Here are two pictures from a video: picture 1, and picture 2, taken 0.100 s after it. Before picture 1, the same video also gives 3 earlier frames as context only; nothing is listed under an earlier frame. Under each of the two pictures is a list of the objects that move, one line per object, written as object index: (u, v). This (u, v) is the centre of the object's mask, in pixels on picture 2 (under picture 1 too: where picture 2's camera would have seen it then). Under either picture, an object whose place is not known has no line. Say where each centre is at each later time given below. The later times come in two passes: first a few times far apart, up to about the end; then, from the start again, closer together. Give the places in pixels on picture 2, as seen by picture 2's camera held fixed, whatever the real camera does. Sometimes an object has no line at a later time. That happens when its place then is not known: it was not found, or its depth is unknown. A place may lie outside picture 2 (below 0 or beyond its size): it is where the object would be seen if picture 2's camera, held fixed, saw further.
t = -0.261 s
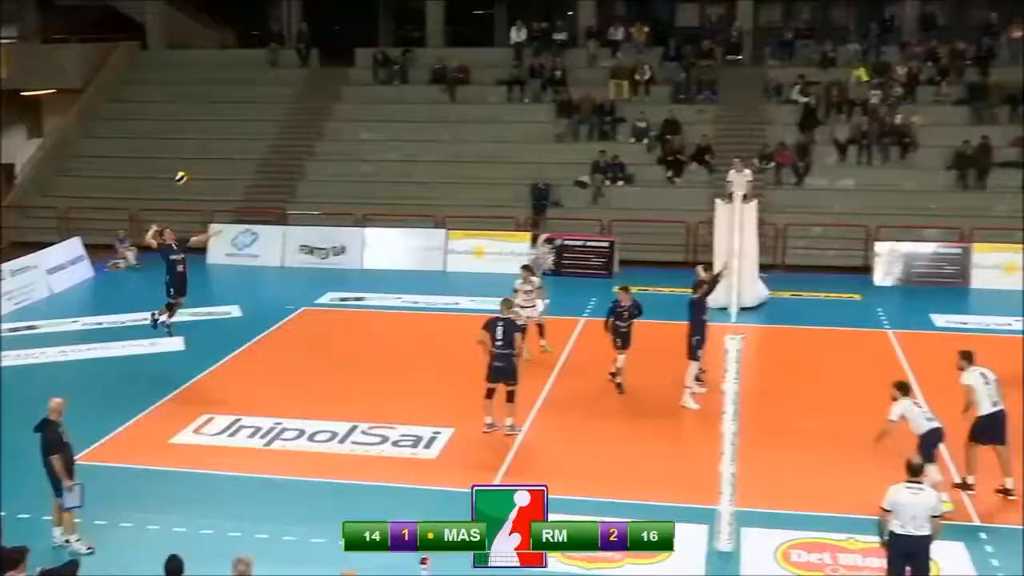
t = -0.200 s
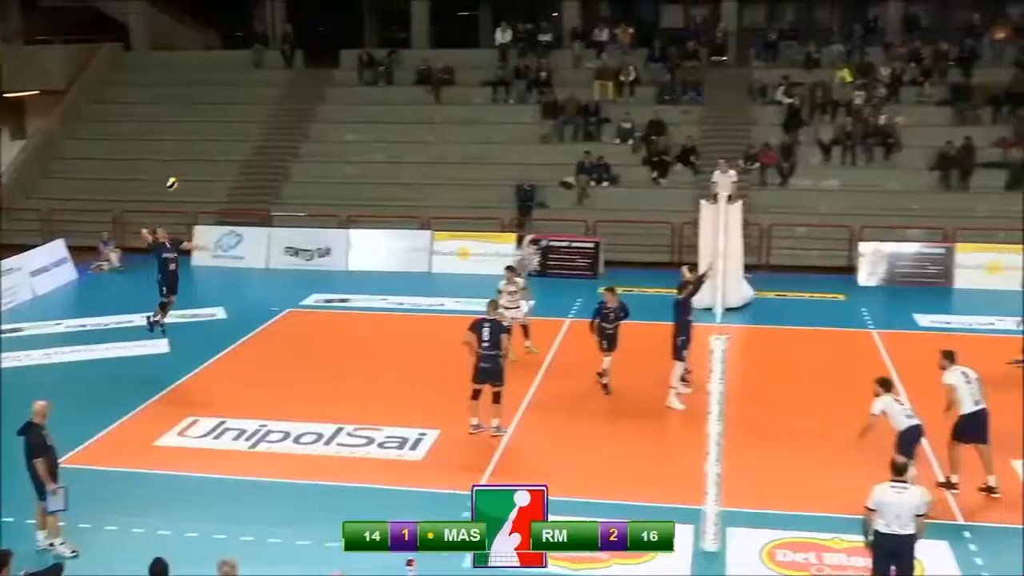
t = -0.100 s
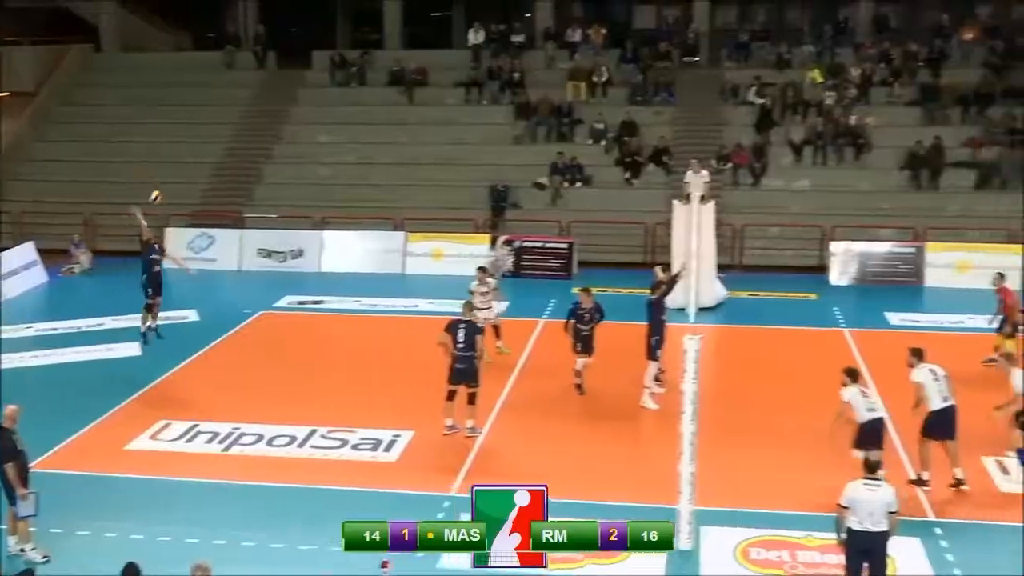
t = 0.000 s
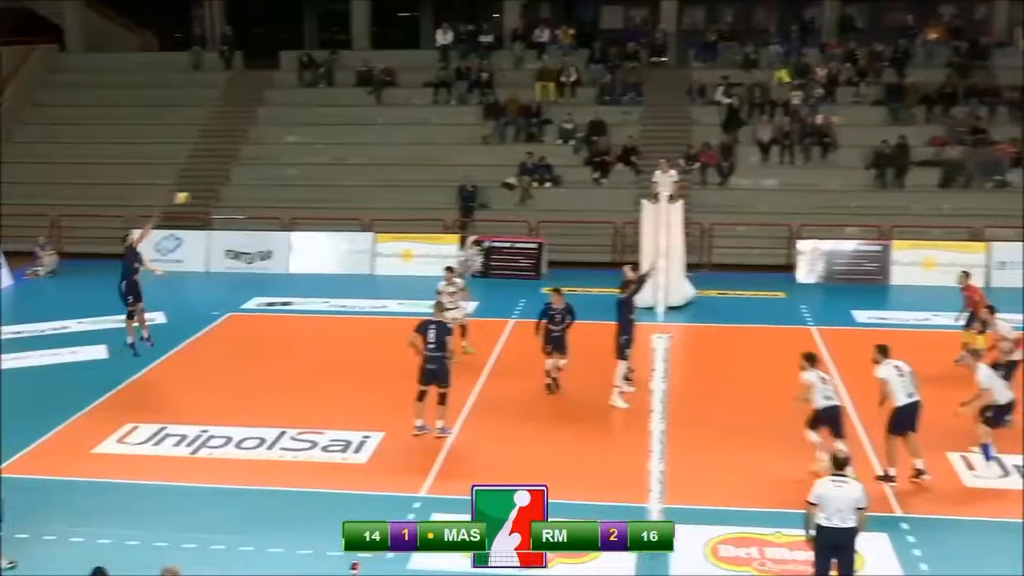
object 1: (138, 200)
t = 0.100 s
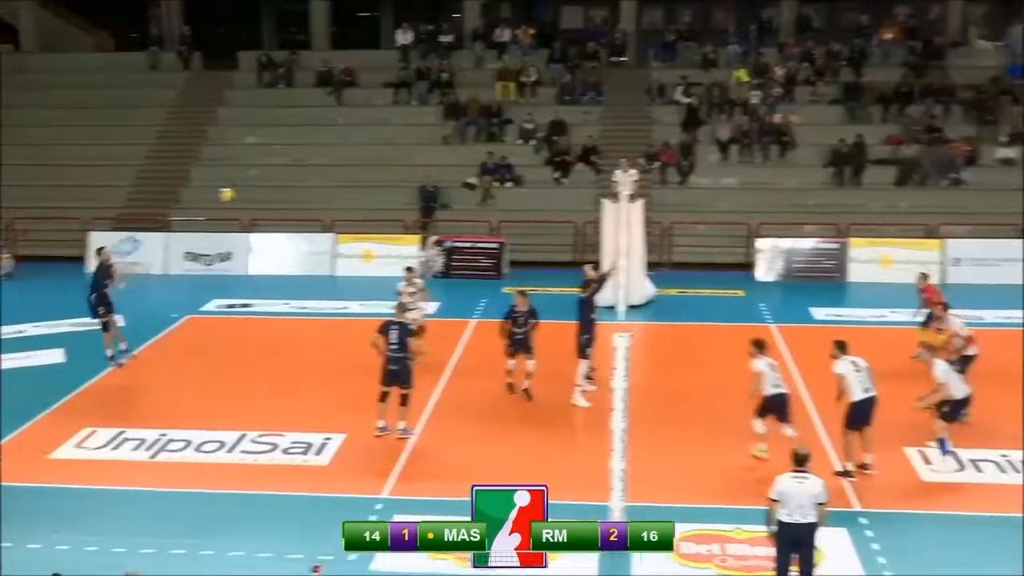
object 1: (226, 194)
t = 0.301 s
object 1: (400, 202)
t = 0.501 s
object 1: (568, 238)
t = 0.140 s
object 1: (261, 194)
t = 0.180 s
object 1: (297, 194)
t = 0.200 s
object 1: (313, 195)
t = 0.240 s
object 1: (348, 196)
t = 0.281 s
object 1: (382, 199)
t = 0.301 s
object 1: (400, 202)
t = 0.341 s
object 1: (434, 207)
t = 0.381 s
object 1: (468, 213)
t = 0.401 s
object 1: (485, 216)
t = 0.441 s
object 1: (519, 224)
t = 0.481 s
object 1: (552, 233)
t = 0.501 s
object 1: (568, 238)
